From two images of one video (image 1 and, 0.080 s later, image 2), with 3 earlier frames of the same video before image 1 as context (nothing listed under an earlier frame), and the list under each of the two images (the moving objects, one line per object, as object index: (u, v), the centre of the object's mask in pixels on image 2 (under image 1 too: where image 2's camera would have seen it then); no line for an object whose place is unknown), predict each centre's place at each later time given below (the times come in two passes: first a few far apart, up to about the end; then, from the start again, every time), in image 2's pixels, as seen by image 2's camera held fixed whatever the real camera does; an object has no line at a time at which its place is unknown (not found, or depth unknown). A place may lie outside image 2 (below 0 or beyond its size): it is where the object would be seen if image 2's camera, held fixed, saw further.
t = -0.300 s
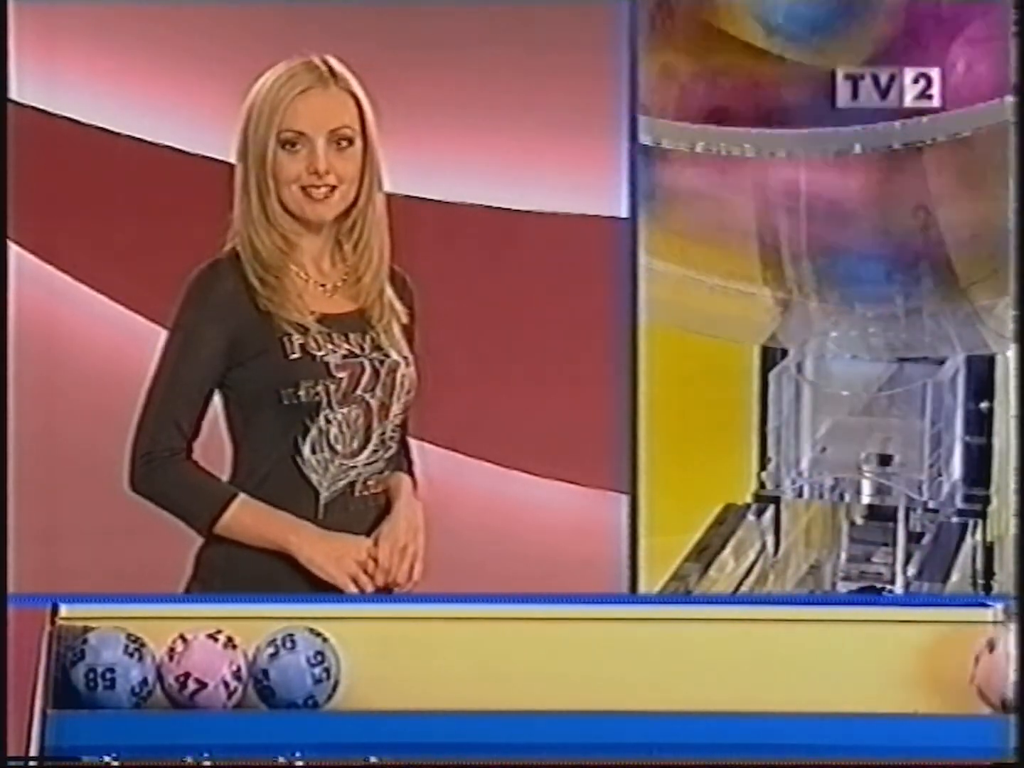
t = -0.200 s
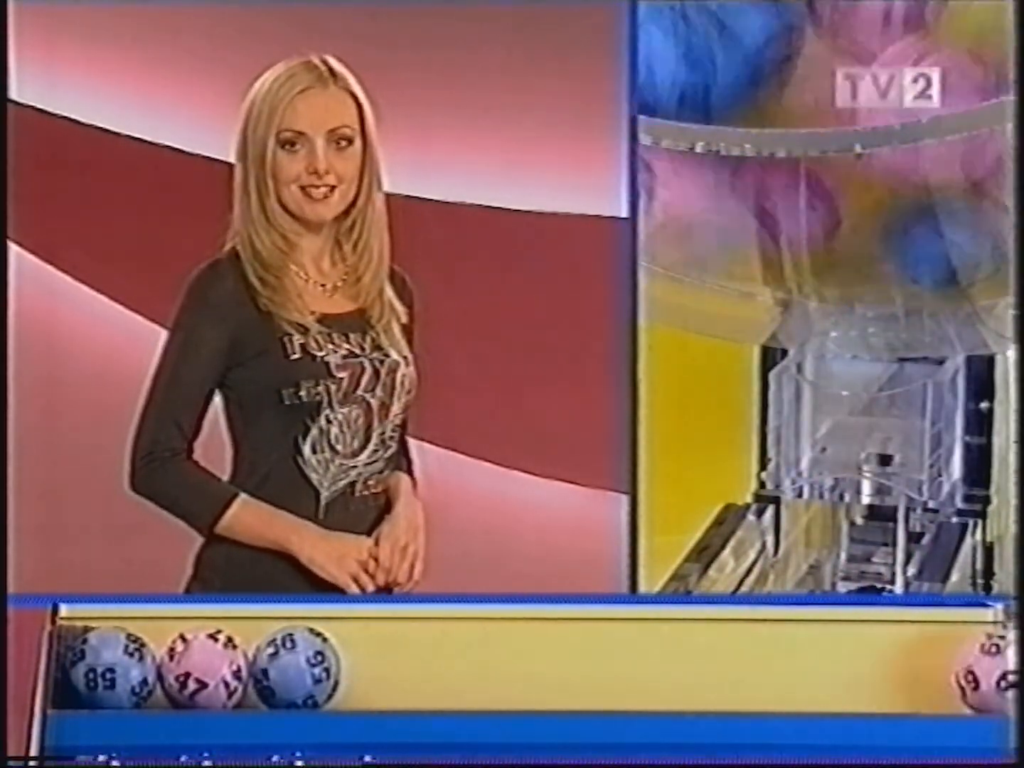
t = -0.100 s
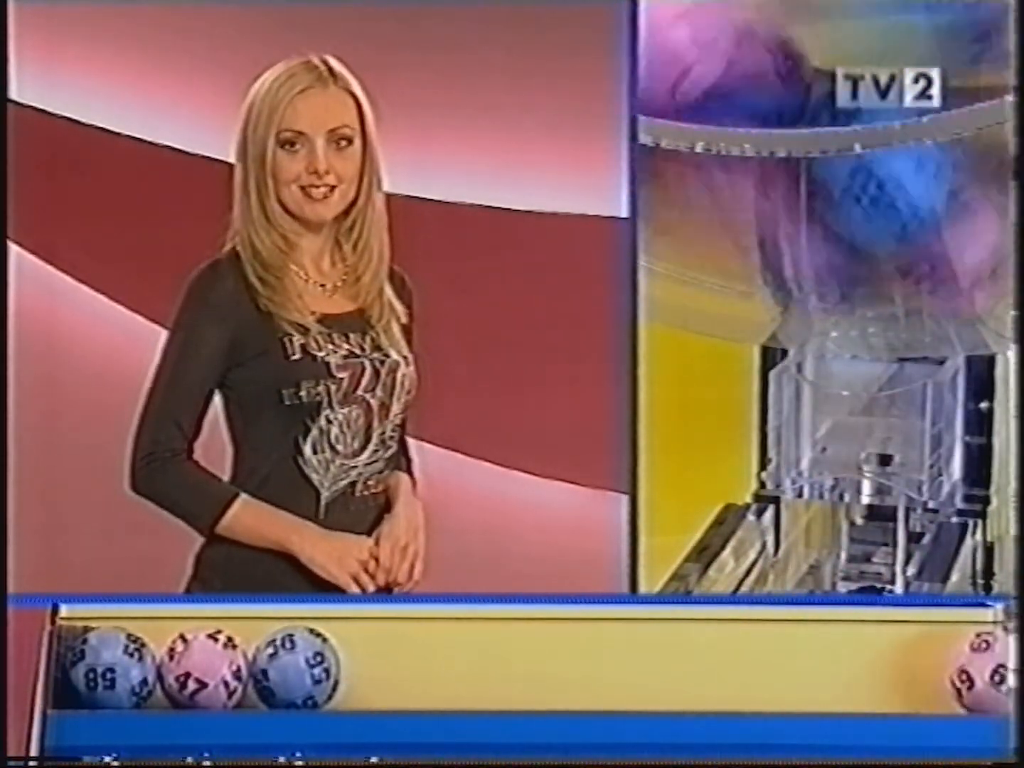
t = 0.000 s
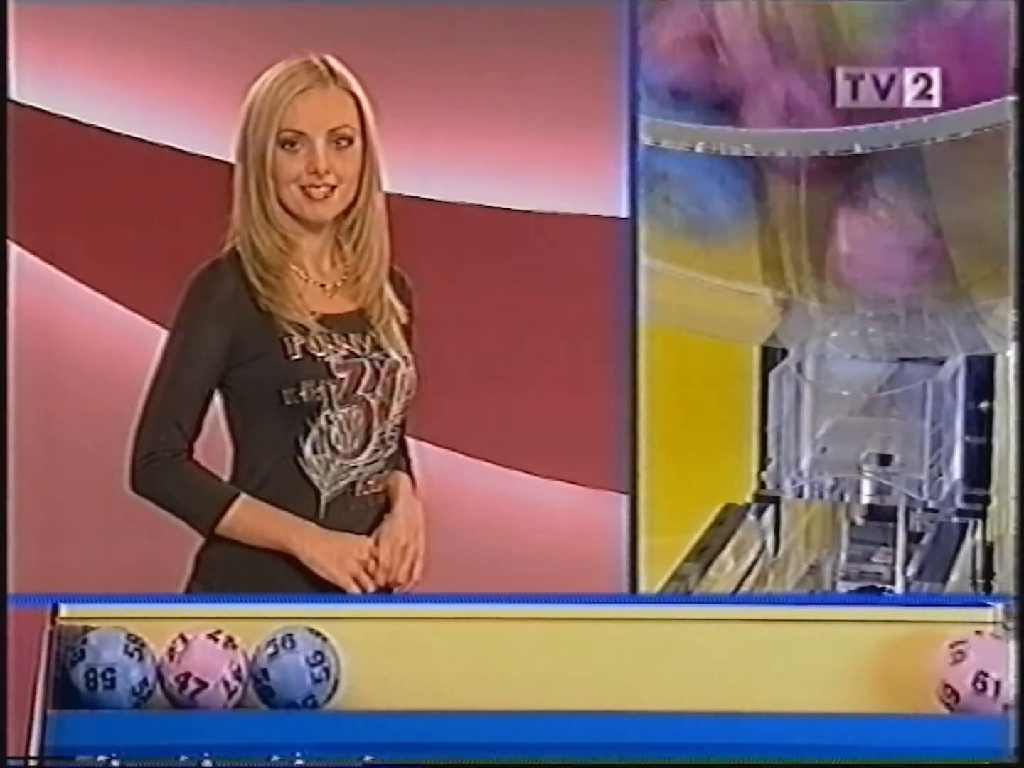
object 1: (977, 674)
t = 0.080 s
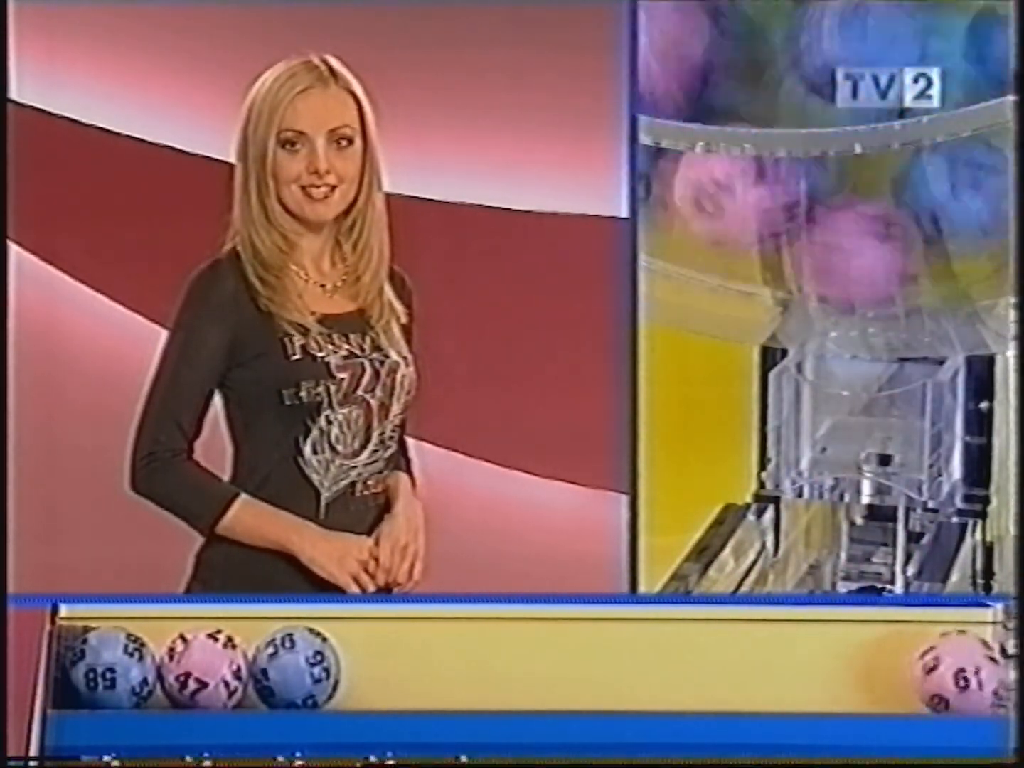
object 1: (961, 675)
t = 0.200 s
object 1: (920, 674)
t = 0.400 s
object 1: (829, 675)
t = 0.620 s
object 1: (679, 672)
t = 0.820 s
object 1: (511, 672)
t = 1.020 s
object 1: (385, 668)
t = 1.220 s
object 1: (384, 669)
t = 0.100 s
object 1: (953, 674)
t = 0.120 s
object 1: (946, 673)
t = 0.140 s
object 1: (940, 674)
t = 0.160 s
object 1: (933, 674)
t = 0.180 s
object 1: (927, 674)
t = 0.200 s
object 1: (920, 674)
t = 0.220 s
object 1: (912, 674)
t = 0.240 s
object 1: (905, 674)
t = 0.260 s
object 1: (896, 674)
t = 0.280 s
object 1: (888, 674)
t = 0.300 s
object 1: (879, 674)
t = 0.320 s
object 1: (868, 675)
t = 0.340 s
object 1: (859, 674)
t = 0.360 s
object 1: (849, 674)
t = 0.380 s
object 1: (840, 675)
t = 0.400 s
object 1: (829, 675)
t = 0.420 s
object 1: (816, 674)
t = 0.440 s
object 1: (803, 673)
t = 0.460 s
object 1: (791, 674)
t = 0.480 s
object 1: (777, 674)
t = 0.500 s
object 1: (765, 674)
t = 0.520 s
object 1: (751, 674)
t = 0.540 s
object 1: (737, 673)
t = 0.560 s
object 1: (723, 672)
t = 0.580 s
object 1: (710, 672)
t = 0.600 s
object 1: (695, 672)
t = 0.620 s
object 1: (679, 672)
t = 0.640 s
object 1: (665, 672)
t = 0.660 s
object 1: (649, 673)
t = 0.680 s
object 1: (634, 674)
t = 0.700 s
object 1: (617, 673)
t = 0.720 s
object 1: (600, 673)
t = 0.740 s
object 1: (584, 674)
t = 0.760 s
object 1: (568, 673)
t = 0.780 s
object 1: (550, 672)
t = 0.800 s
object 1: (530, 672)
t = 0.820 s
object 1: (511, 672)
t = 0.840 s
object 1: (491, 672)
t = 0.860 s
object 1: (473, 671)
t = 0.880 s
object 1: (452, 671)
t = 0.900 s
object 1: (431, 671)
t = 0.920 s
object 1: (412, 671)
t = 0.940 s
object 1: (392, 671)
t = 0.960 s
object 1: (384, 668)
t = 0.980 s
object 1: (385, 668)
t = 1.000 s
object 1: (385, 668)
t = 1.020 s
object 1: (385, 668)
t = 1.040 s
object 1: (385, 668)
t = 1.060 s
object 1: (385, 668)
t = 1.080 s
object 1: (385, 668)
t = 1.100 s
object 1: (385, 668)
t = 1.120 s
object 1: (385, 668)
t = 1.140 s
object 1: (385, 668)
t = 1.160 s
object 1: (385, 668)
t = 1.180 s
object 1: (385, 669)
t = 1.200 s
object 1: (385, 668)
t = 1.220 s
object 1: (384, 669)
